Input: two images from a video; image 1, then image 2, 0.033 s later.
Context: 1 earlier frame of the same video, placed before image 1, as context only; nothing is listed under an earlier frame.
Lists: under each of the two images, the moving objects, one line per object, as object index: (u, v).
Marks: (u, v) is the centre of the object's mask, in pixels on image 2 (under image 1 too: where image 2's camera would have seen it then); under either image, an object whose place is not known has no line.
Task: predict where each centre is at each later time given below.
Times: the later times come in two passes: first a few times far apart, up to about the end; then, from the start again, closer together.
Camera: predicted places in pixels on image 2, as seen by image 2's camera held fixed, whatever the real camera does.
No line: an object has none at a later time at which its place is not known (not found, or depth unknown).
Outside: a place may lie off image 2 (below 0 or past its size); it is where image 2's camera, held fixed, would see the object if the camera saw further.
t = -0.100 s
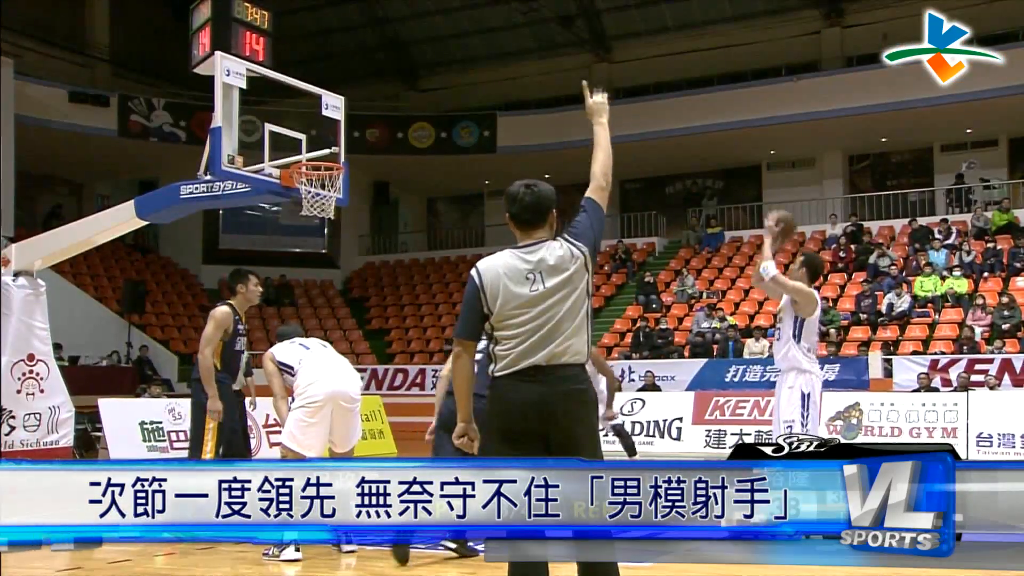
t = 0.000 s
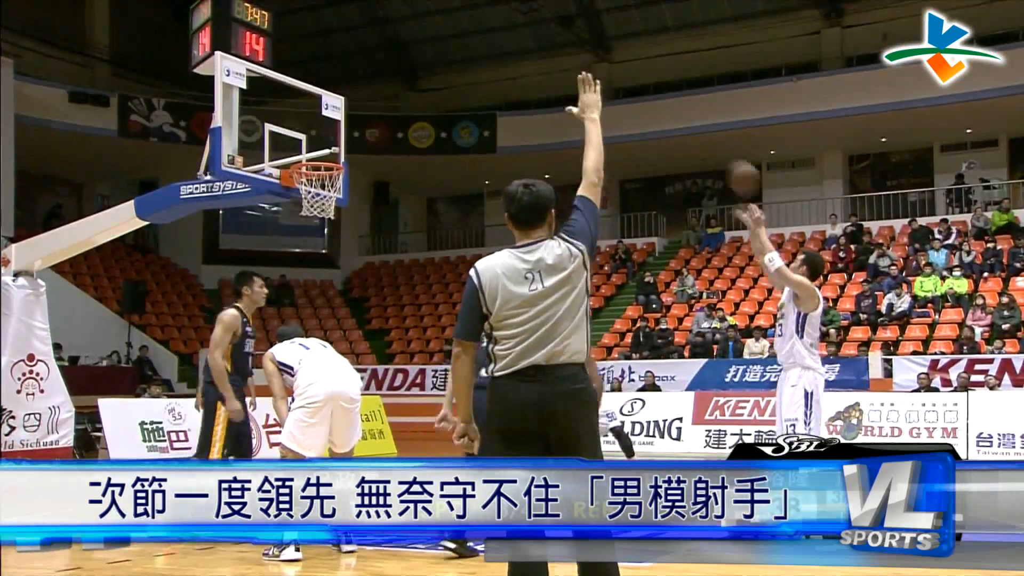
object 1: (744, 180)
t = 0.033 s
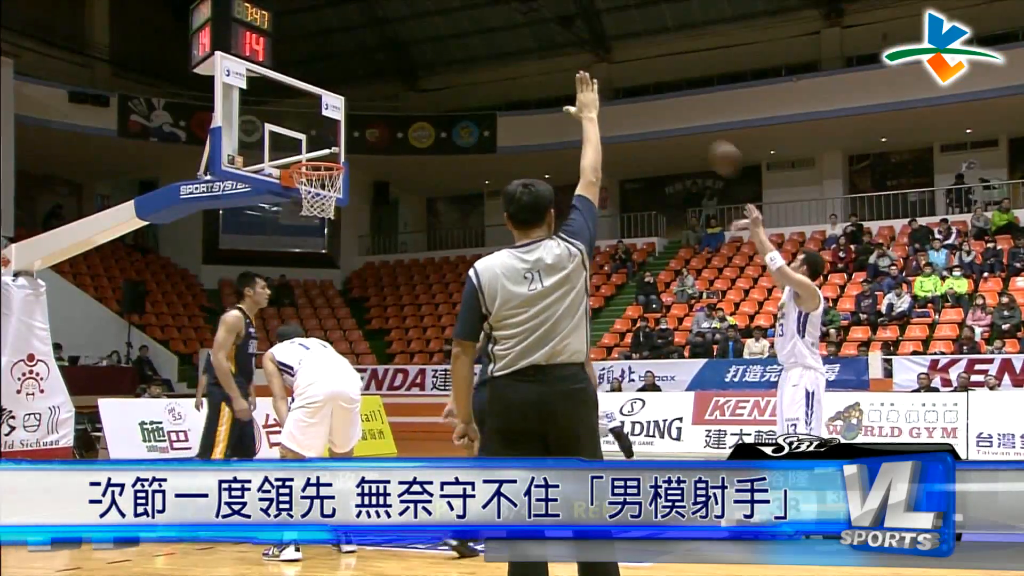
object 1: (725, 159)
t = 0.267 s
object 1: (601, 67)
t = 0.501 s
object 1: (491, 45)
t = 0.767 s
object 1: (381, 91)
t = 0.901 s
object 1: (330, 139)
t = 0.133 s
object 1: (669, 109)
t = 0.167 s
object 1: (651, 95)
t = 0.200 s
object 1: (634, 85)
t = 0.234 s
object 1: (617, 76)
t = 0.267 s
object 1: (601, 67)
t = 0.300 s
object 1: (585, 59)
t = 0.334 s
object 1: (569, 54)
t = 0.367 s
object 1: (553, 50)
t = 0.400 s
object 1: (537, 47)
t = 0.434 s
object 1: (521, 44)
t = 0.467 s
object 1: (506, 44)
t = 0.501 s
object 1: (491, 45)
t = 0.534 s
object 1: (477, 46)
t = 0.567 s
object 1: (462, 49)
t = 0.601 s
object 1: (449, 54)
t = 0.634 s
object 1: (435, 59)
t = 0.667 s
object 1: (421, 65)
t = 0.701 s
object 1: (408, 73)
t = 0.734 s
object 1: (395, 81)
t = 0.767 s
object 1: (381, 91)
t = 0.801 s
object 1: (369, 102)
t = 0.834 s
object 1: (357, 113)
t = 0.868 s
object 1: (343, 126)
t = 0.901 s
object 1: (330, 139)
